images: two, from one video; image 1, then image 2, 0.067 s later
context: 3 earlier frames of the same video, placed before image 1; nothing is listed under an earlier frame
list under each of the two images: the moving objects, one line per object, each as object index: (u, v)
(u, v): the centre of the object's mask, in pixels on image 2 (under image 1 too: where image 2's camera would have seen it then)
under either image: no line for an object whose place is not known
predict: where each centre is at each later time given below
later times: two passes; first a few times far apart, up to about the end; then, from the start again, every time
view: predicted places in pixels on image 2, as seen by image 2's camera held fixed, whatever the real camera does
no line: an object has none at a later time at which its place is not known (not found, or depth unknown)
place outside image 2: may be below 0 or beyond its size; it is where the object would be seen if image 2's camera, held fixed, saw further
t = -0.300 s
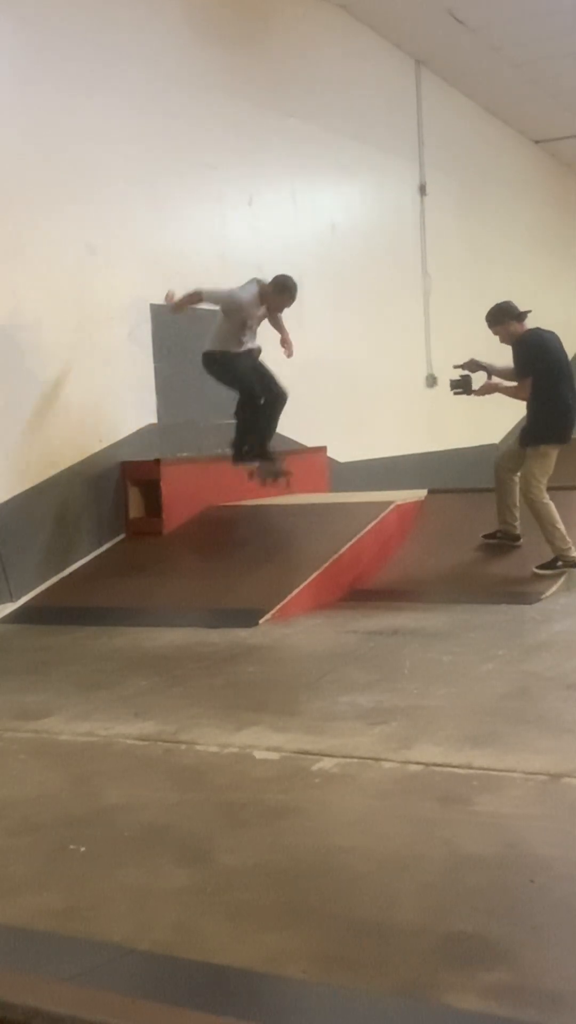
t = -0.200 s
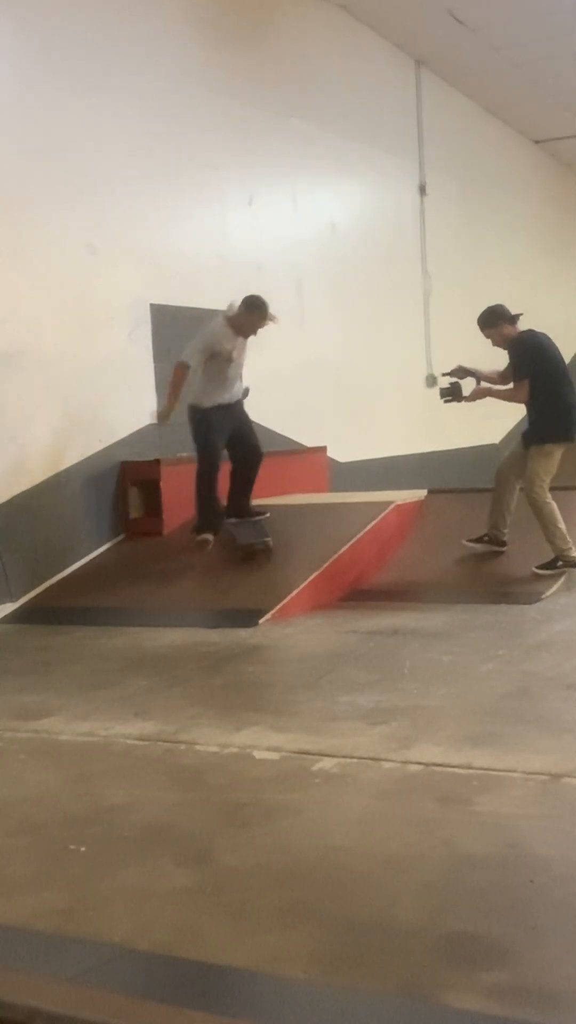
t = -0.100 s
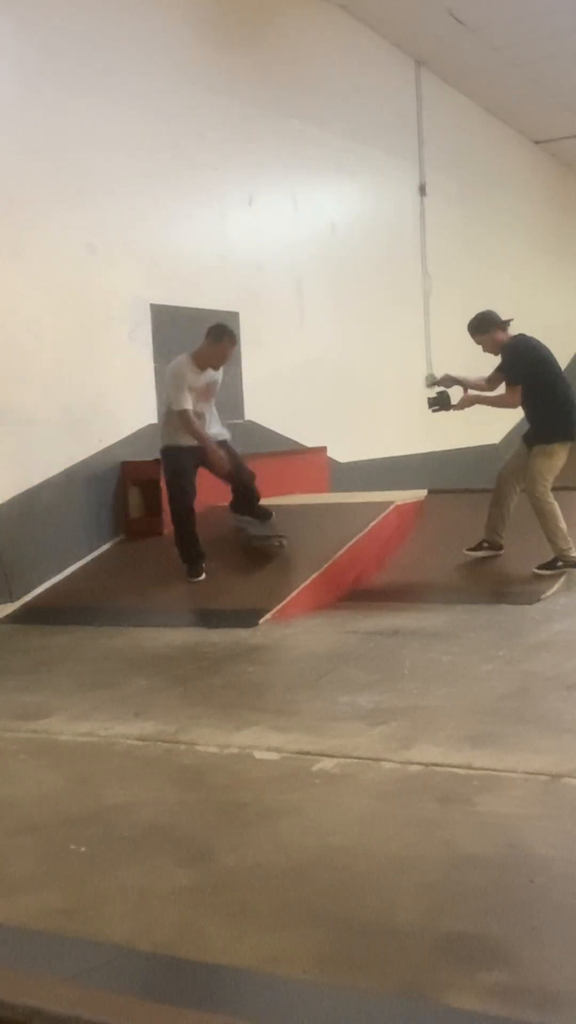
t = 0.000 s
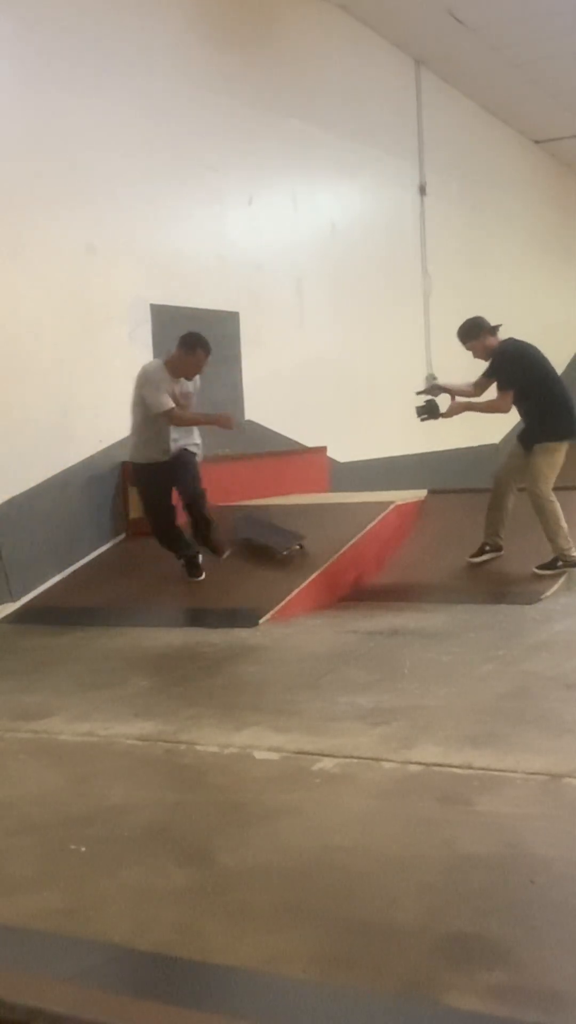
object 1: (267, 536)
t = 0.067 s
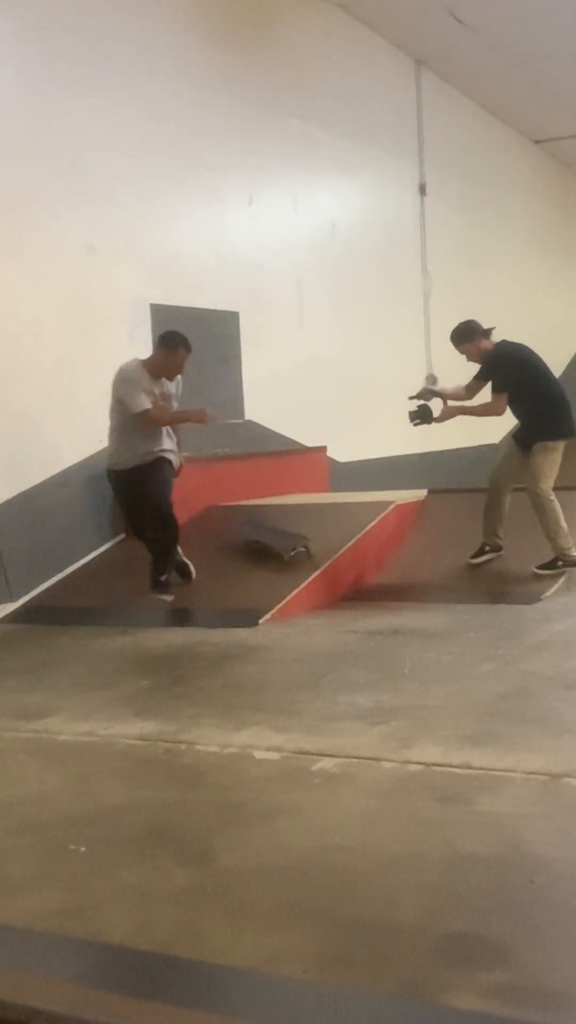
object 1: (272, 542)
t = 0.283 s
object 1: (296, 551)
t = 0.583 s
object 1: (352, 571)
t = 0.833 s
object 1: (395, 598)
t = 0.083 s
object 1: (272, 543)
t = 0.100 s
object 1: (276, 542)
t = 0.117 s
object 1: (277, 546)
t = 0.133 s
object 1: (279, 547)
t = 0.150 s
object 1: (278, 546)
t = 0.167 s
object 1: (284, 546)
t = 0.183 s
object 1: (284, 549)
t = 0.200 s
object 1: (287, 550)
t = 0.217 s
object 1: (287, 550)
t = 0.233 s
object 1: (289, 550)
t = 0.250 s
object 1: (289, 550)
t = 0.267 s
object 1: (292, 551)
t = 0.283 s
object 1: (296, 551)
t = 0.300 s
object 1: (298, 552)
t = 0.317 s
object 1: (301, 552)
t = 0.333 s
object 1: (303, 552)
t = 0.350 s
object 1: (306, 554)
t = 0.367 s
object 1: (308, 556)
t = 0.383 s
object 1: (310, 557)
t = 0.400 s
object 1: (315, 558)
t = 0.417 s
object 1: (317, 561)
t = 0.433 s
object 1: (321, 565)
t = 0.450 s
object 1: (324, 567)
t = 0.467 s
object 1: (329, 573)
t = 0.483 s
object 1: (331, 573)
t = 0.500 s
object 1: (334, 573)
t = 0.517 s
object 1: (339, 572)
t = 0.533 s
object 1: (343, 572)
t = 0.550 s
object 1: (345, 571)
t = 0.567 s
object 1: (349, 572)
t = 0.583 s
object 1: (352, 571)
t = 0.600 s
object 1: (355, 571)
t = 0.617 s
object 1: (358, 573)
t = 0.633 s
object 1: (362, 574)
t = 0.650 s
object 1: (364, 574)
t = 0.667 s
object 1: (368, 575)
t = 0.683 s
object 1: (371, 577)
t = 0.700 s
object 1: (375, 578)
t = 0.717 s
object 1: (379, 581)
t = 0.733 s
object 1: (380, 581)
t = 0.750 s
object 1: (380, 582)
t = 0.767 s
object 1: (385, 585)
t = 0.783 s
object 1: (388, 588)
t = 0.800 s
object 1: (391, 591)
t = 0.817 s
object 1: (394, 594)
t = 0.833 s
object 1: (395, 598)
